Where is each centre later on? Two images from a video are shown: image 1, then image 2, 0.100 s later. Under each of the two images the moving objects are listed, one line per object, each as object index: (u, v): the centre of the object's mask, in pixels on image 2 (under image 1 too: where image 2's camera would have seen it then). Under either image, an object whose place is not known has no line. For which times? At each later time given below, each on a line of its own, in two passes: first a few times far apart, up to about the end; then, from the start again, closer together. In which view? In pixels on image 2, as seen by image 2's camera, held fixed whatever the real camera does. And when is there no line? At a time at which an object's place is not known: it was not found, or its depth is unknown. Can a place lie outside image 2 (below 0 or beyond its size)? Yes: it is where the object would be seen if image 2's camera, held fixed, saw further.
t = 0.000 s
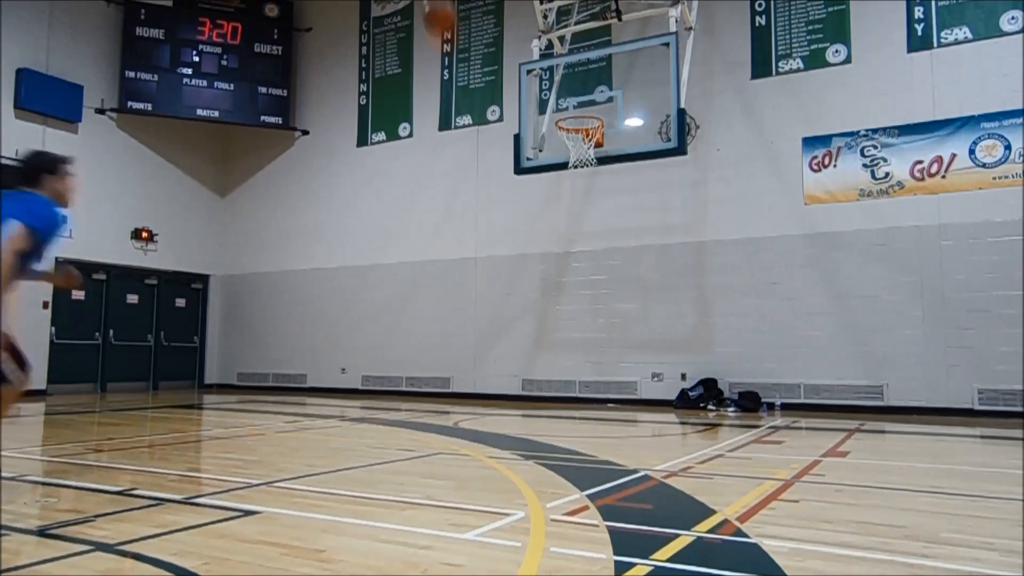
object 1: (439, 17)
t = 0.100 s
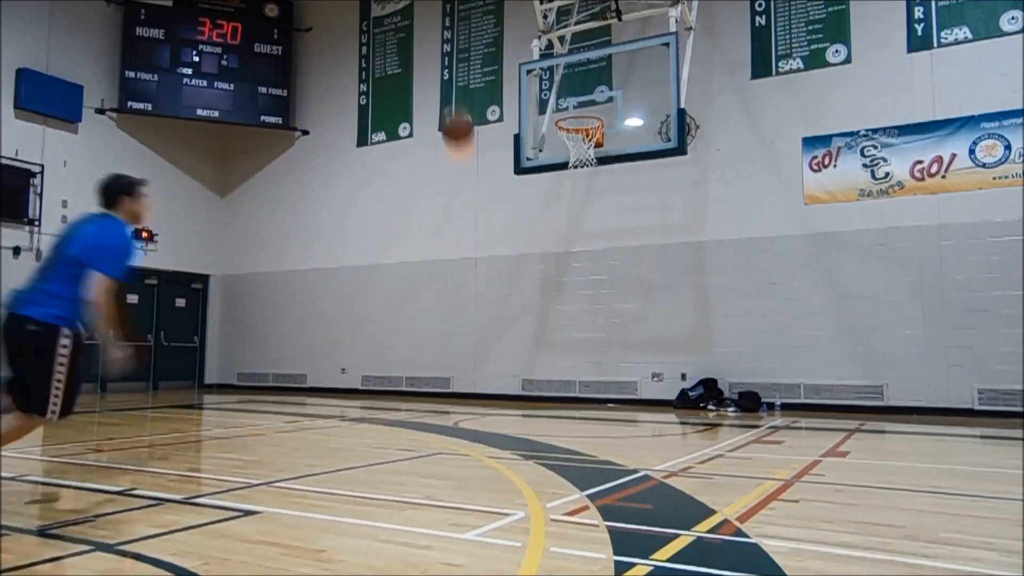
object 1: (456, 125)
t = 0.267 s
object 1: (483, 330)
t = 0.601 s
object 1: (506, 248)
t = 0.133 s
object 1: (463, 167)
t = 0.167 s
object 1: (468, 207)
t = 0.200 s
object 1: (474, 249)
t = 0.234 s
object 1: (479, 291)
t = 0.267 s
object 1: (483, 330)
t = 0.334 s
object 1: (493, 412)
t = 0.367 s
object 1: (496, 415)
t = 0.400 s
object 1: (498, 383)
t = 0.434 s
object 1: (499, 358)
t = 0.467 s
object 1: (501, 333)
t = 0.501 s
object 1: (502, 310)
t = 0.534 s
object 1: (504, 287)
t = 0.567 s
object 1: (505, 268)
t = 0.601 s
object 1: (506, 248)
